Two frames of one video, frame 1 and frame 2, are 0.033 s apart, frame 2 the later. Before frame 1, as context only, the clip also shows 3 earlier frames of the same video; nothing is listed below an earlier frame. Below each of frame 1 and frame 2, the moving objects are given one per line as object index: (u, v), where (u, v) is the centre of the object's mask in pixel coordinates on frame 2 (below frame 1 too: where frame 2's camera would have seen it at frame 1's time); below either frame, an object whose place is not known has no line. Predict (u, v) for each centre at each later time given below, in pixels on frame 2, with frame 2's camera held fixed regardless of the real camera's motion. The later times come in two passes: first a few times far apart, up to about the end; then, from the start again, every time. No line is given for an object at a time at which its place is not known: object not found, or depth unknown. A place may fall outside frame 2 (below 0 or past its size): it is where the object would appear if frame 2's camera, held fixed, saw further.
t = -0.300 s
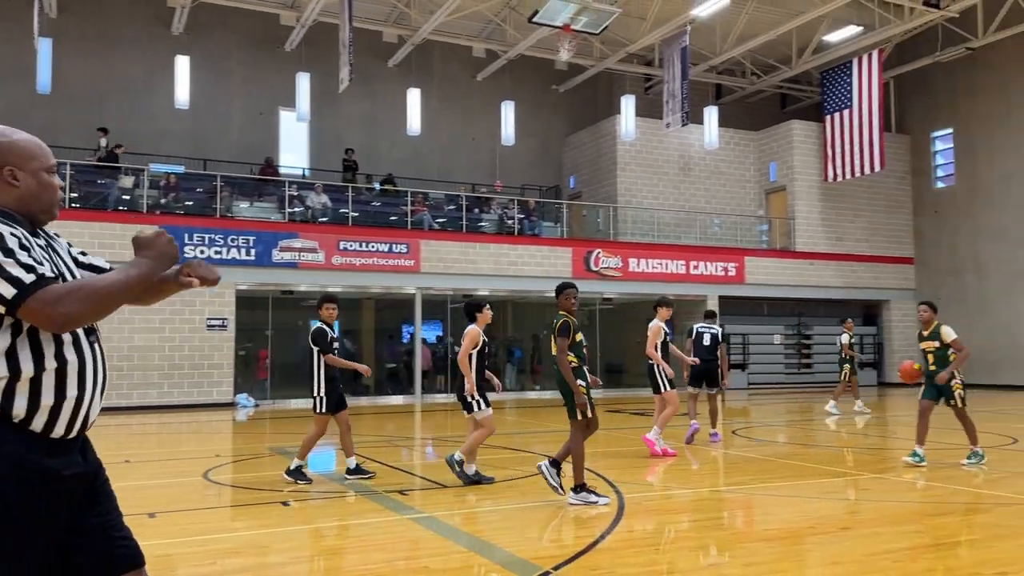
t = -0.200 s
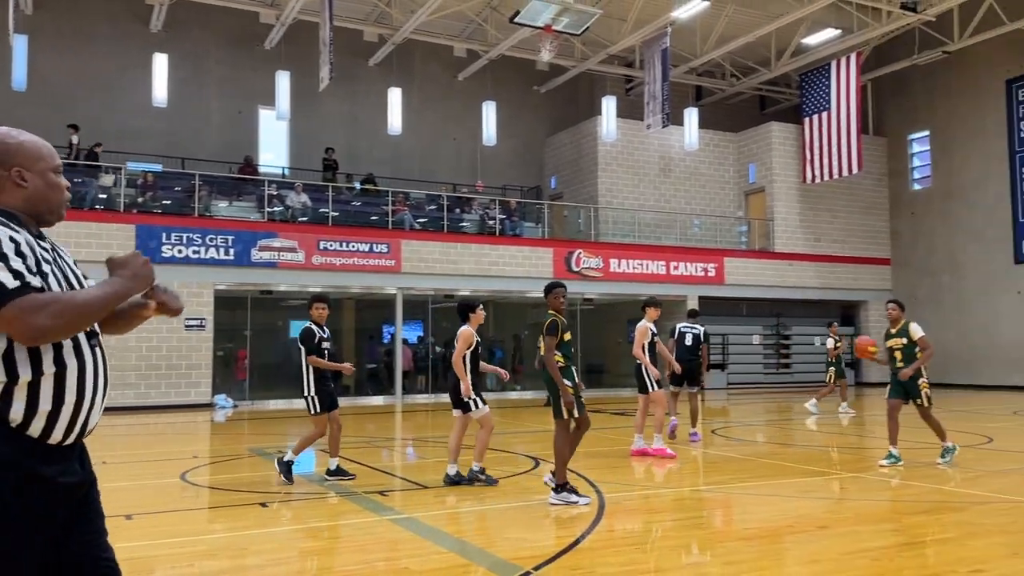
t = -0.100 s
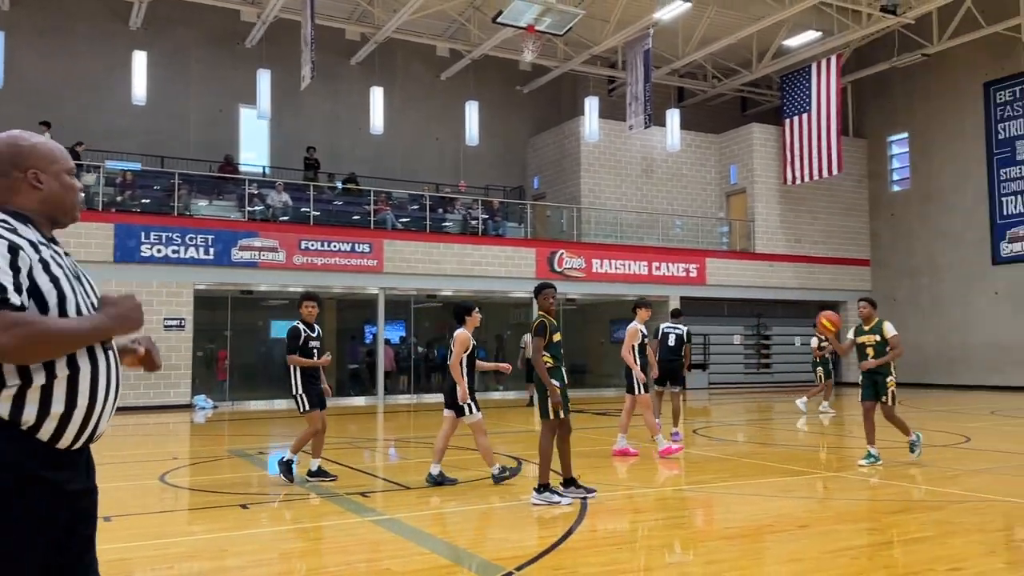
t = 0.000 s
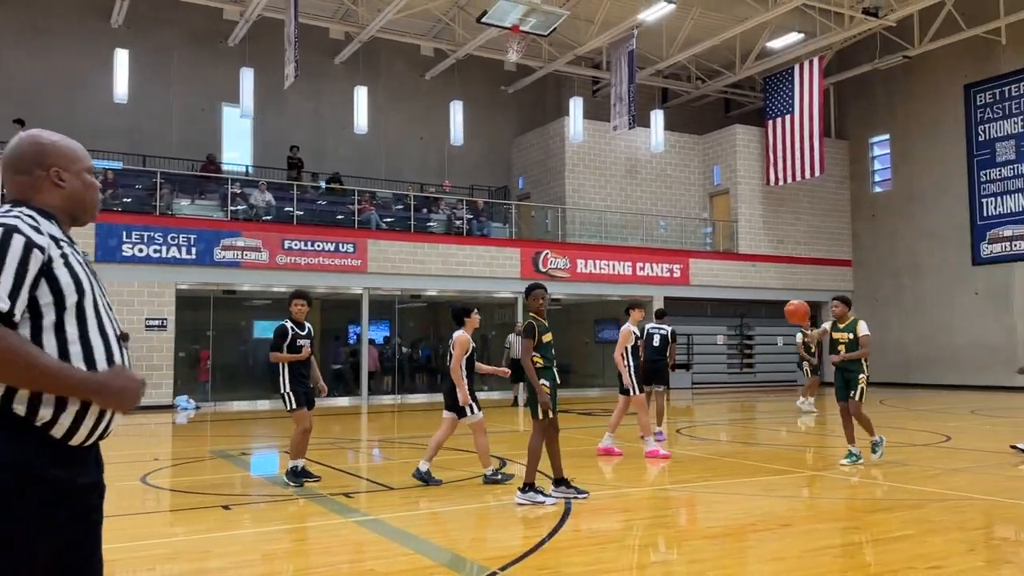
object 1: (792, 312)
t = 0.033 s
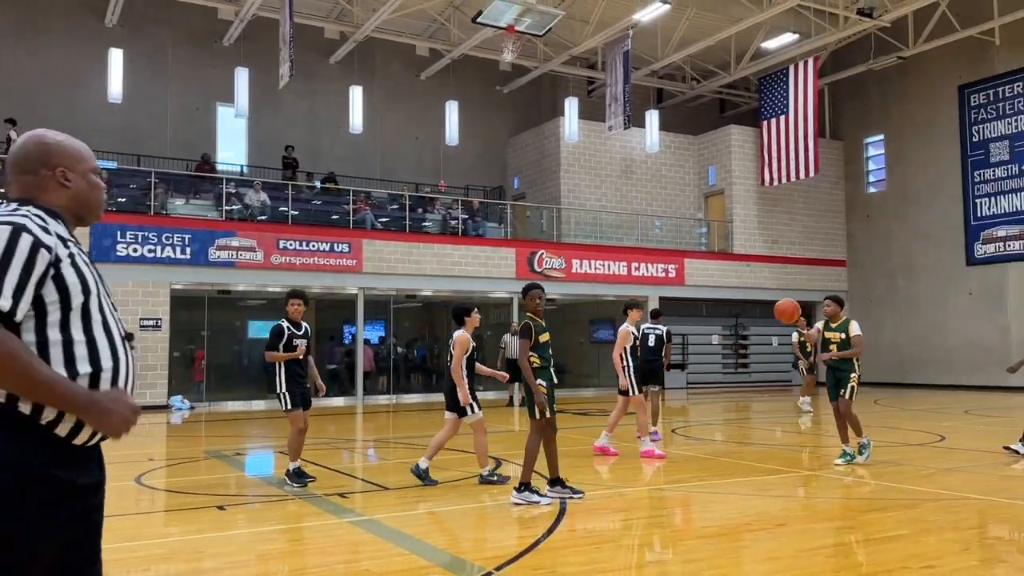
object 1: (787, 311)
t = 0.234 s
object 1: (754, 329)
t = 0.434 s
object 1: (706, 418)
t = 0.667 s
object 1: (627, 513)
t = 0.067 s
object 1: (782, 311)
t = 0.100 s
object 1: (777, 312)
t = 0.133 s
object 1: (772, 314)
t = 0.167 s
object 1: (766, 317)
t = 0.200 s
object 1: (761, 322)
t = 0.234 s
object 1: (754, 329)
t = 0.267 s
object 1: (747, 338)
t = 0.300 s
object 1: (740, 349)
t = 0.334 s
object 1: (733, 361)
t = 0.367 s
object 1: (724, 377)
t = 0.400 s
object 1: (716, 396)
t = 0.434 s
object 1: (706, 418)
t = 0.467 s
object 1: (696, 444)
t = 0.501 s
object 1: (685, 474)
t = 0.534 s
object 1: (673, 510)
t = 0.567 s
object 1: (659, 553)
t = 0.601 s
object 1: (647, 557)
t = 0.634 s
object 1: (637, 535)
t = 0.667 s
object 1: (627, 513)
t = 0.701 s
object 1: (616, 491)
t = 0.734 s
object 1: (605, 472)
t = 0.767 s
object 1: (594, 454)
